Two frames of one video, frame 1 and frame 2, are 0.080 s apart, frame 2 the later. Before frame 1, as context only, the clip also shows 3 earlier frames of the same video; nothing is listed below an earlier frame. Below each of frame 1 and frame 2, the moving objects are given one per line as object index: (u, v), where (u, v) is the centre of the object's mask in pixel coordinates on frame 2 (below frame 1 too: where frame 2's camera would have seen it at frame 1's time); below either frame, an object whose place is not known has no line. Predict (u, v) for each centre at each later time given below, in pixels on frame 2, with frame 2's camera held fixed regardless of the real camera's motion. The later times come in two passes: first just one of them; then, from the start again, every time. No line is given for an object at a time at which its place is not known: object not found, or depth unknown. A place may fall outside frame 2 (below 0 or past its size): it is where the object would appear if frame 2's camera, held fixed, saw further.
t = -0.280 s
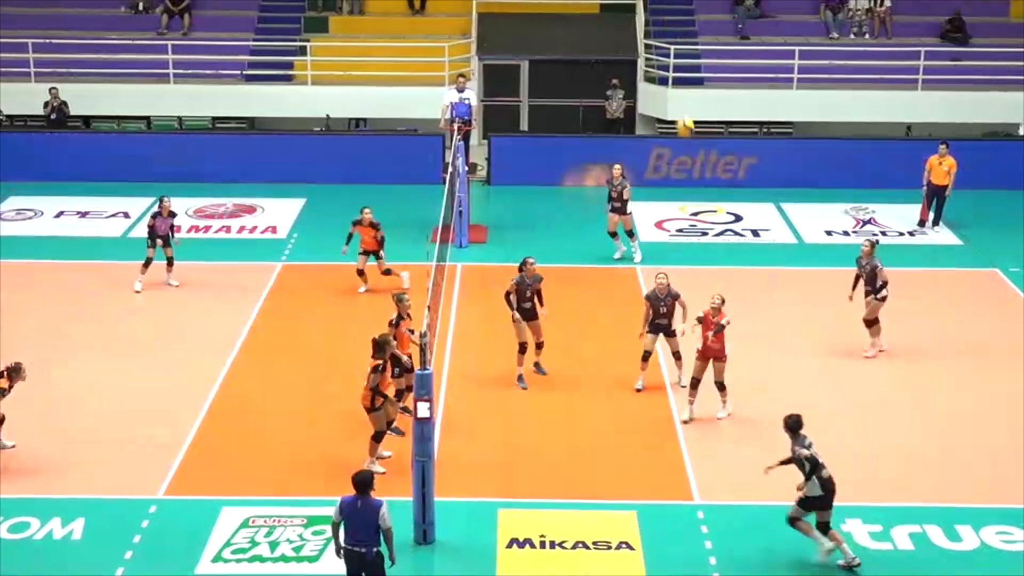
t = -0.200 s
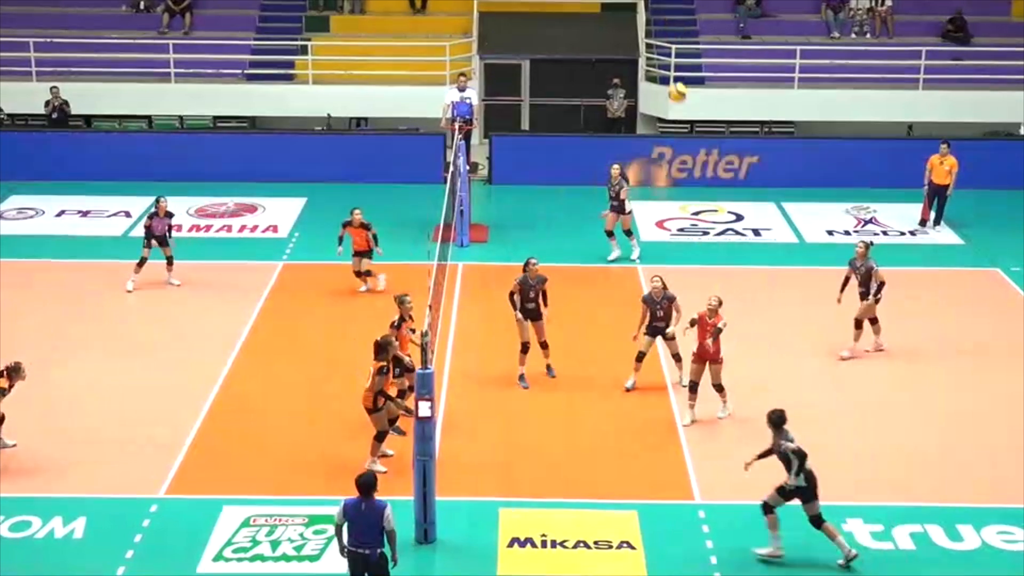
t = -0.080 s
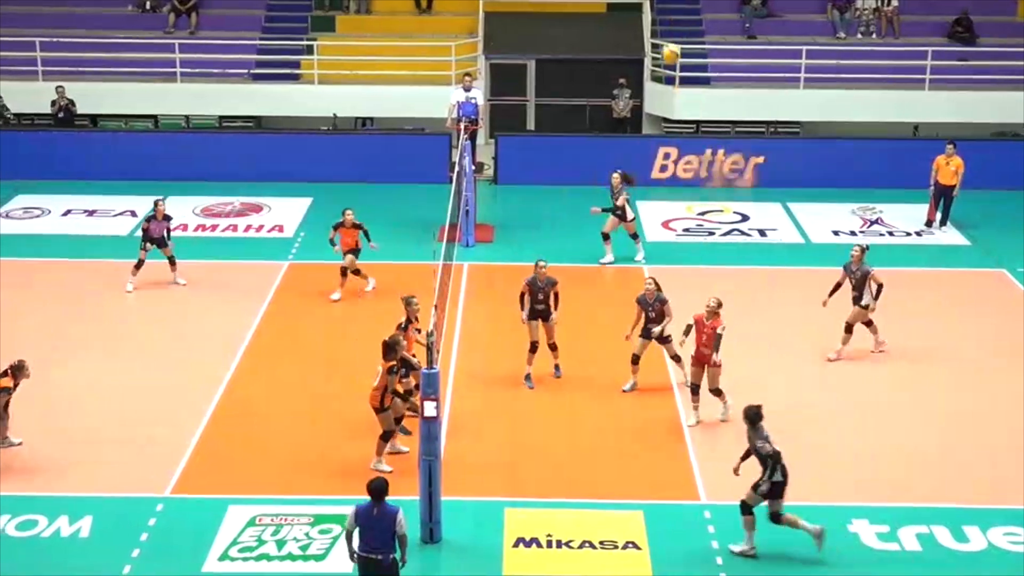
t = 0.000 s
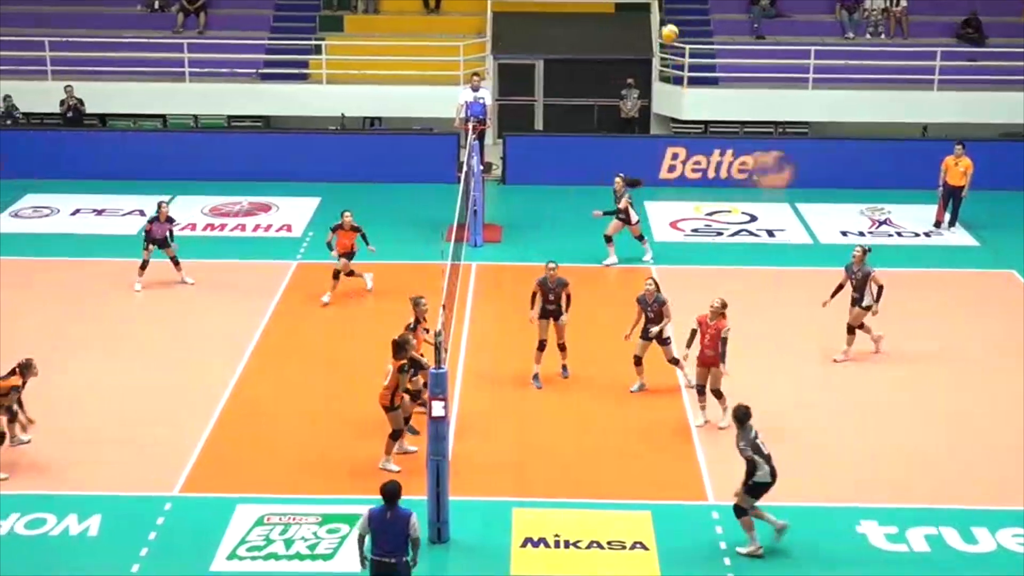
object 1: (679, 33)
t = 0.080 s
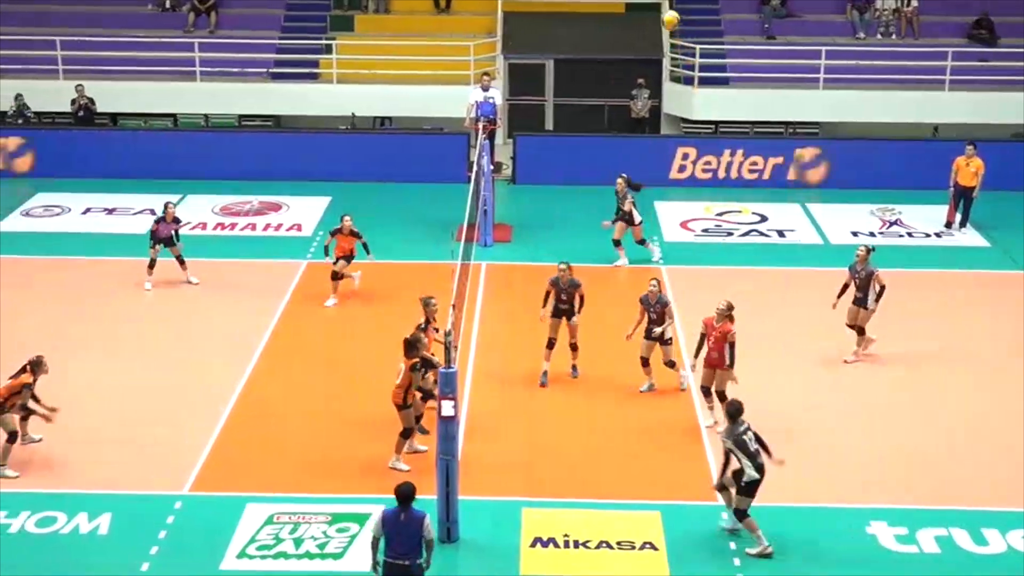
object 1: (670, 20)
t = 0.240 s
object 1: (650, 9)
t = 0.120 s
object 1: (663, 13)
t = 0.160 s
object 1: (659, 10)
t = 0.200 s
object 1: (654, 9)
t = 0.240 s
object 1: (650, 9)
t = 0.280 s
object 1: (646, 10)
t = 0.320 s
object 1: (641, 12)
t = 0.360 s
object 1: (636, 16)
